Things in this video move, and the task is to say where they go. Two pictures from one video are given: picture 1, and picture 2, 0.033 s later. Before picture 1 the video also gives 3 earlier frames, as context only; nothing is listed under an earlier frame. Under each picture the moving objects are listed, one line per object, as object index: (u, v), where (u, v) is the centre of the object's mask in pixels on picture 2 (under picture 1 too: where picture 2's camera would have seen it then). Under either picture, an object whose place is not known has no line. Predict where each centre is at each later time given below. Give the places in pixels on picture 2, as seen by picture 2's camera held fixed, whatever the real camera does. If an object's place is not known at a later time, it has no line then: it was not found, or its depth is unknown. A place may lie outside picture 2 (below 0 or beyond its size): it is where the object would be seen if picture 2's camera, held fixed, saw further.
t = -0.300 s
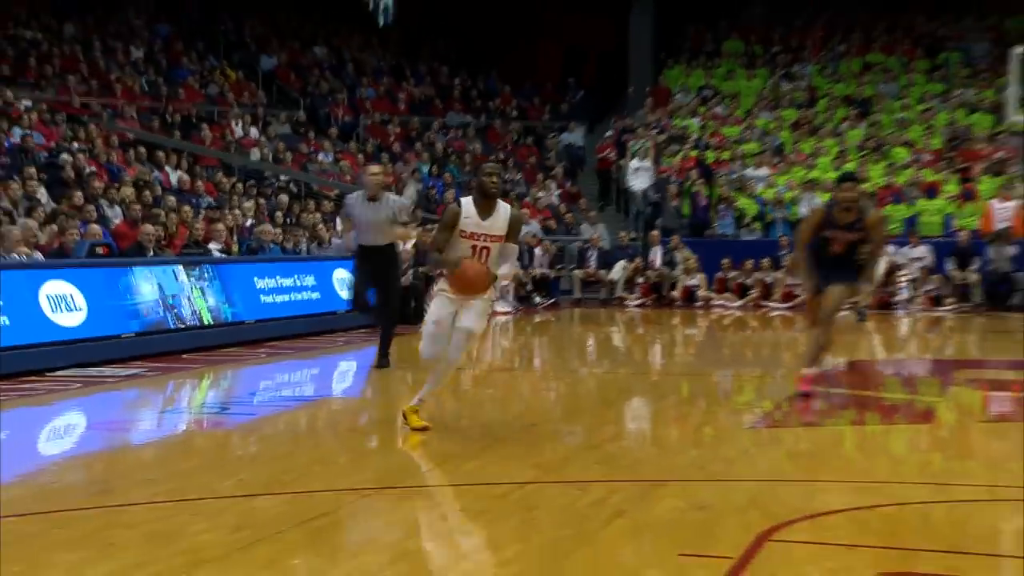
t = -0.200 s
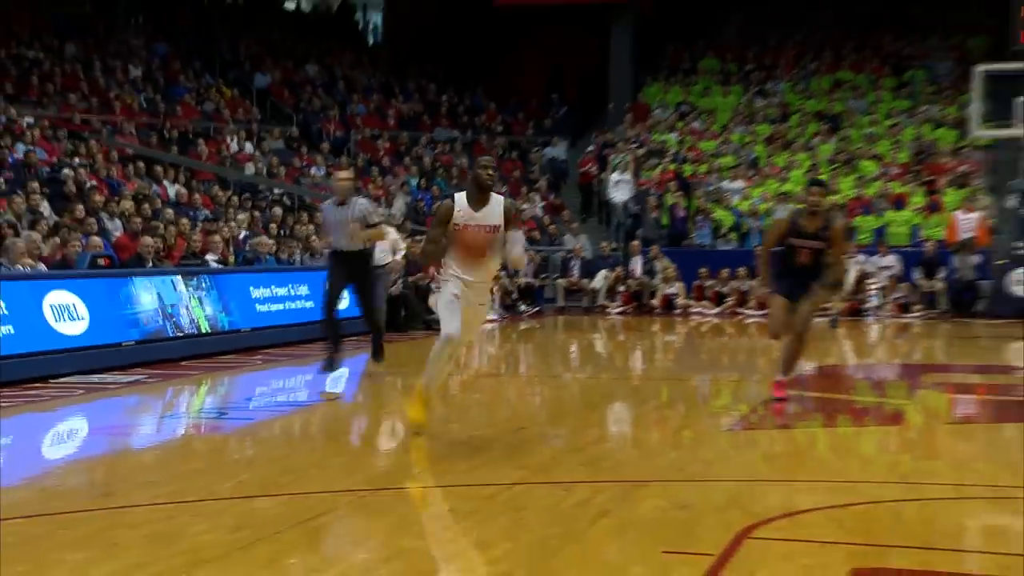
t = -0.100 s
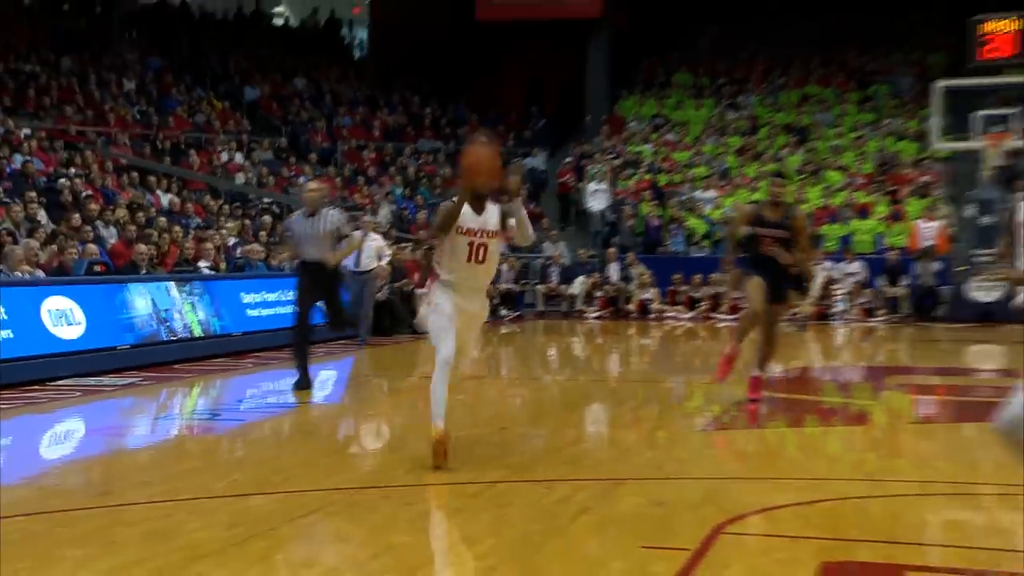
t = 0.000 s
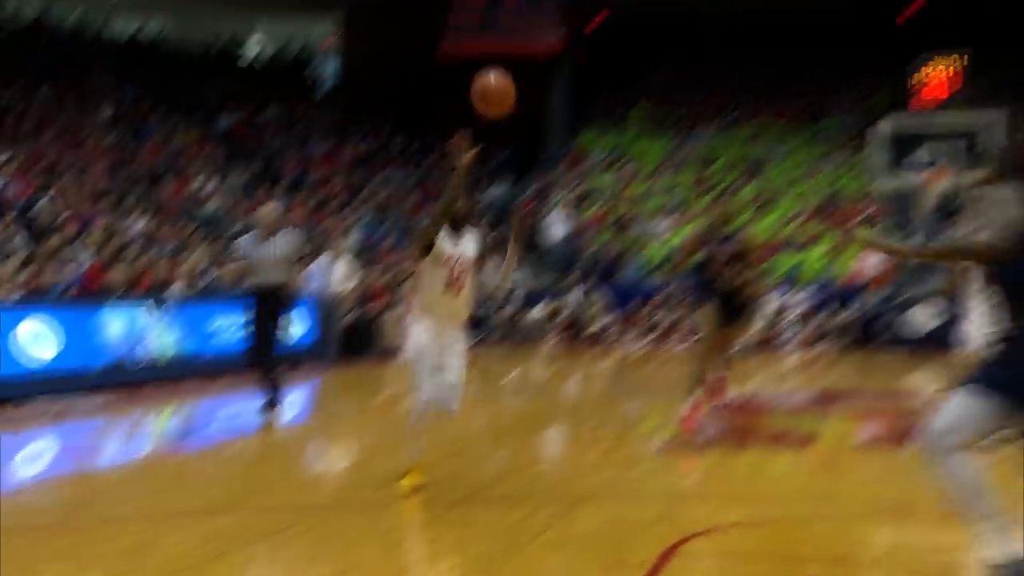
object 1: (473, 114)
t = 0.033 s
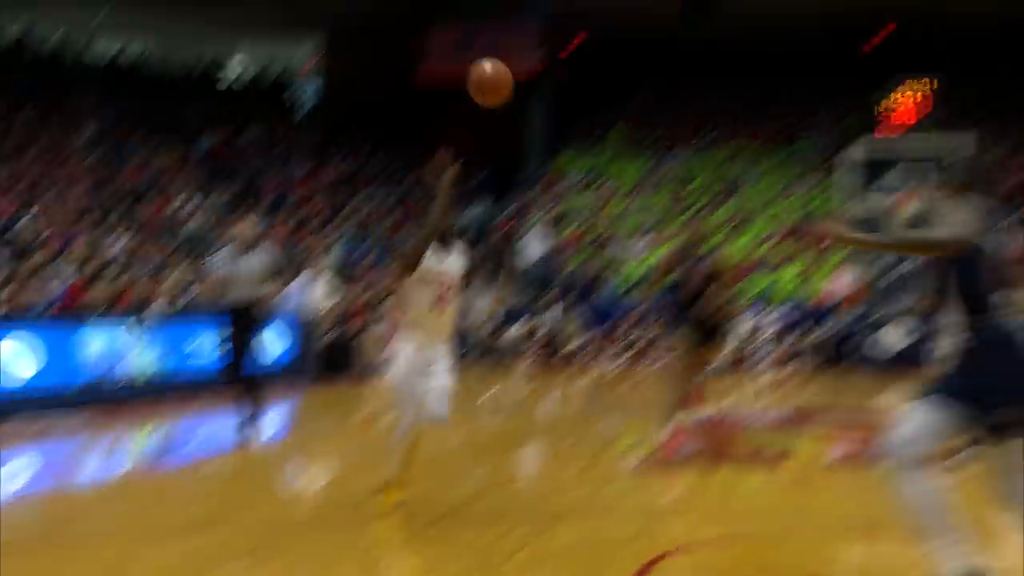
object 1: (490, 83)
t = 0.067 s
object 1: (509, 51)
